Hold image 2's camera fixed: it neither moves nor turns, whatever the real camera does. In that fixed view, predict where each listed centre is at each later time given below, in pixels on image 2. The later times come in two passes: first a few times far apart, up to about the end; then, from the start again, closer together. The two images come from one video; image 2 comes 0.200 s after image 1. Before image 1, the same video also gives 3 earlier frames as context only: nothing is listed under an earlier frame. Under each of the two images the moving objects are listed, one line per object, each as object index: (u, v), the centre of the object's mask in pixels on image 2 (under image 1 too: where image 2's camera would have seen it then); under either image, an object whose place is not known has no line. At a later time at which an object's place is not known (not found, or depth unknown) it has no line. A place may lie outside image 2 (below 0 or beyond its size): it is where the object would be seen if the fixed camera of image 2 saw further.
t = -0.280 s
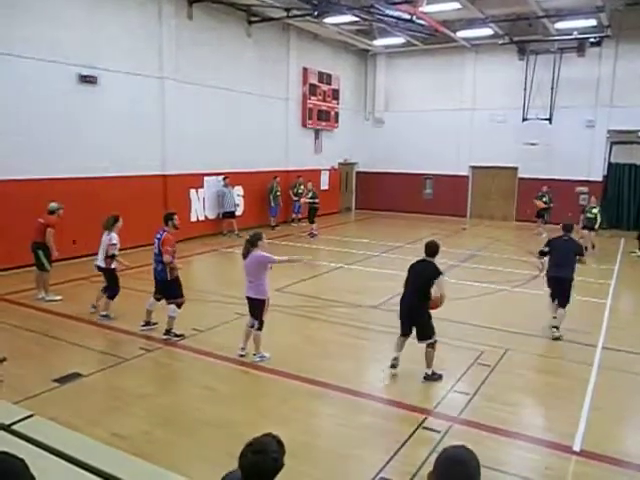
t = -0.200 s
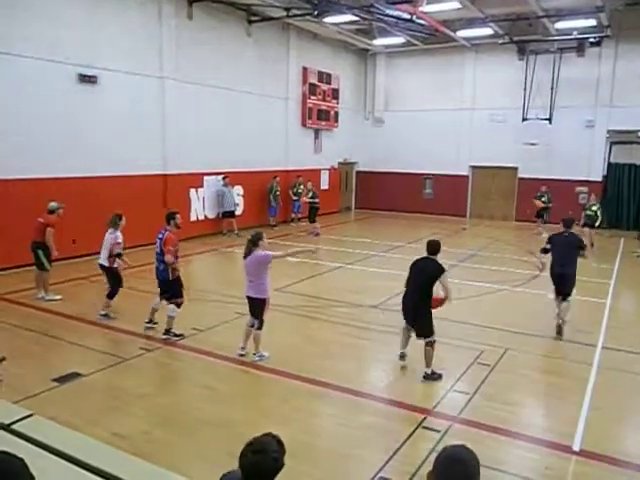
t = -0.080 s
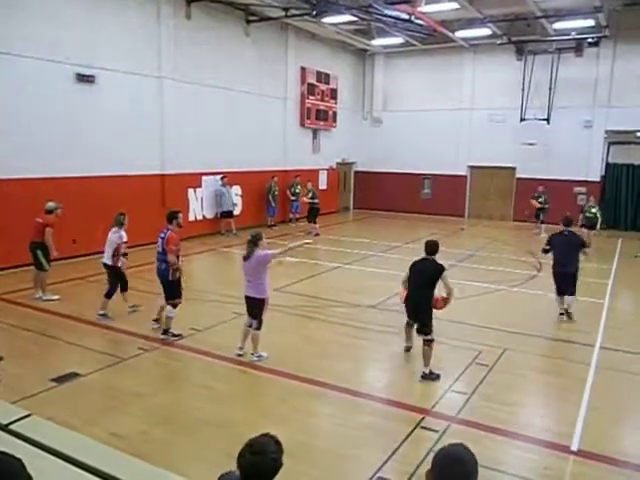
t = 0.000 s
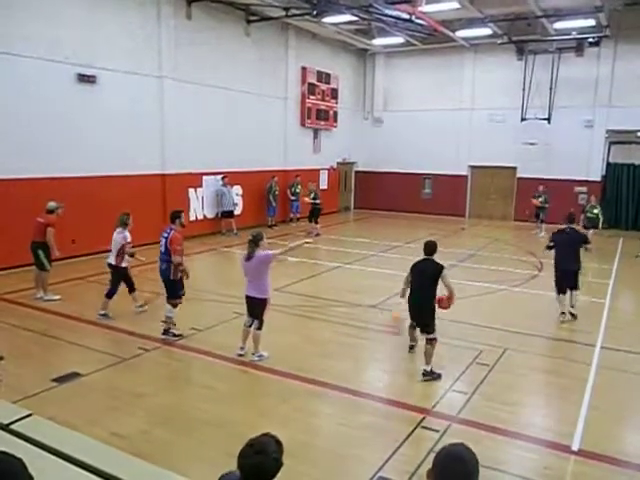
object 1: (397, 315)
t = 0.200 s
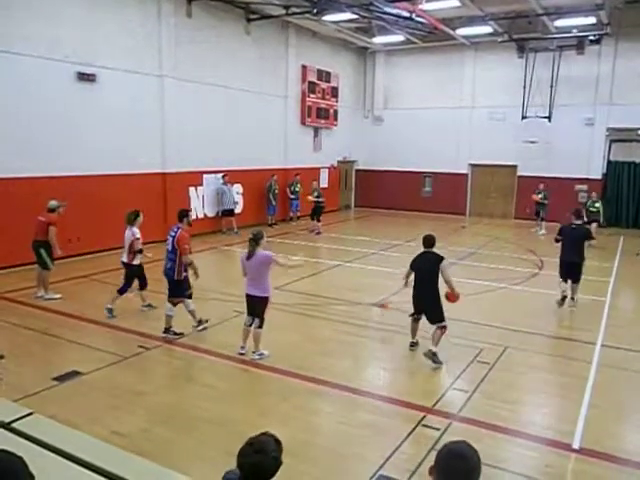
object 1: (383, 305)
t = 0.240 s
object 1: (379, 299)
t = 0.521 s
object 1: (361, 307)
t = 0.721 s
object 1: (341, 311)
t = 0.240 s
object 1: (379, 299)
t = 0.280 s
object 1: (377, 298)
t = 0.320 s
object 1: (375, 297)
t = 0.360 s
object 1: (372, 298)
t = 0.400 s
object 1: (368, 299)
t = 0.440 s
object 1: (364, 302)
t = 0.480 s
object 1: (361, 306)
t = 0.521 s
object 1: (361, 307)
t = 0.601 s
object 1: (351, 322)
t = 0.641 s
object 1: (349, 321)
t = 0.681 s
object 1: (344, 314)
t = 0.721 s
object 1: (341, 311)
